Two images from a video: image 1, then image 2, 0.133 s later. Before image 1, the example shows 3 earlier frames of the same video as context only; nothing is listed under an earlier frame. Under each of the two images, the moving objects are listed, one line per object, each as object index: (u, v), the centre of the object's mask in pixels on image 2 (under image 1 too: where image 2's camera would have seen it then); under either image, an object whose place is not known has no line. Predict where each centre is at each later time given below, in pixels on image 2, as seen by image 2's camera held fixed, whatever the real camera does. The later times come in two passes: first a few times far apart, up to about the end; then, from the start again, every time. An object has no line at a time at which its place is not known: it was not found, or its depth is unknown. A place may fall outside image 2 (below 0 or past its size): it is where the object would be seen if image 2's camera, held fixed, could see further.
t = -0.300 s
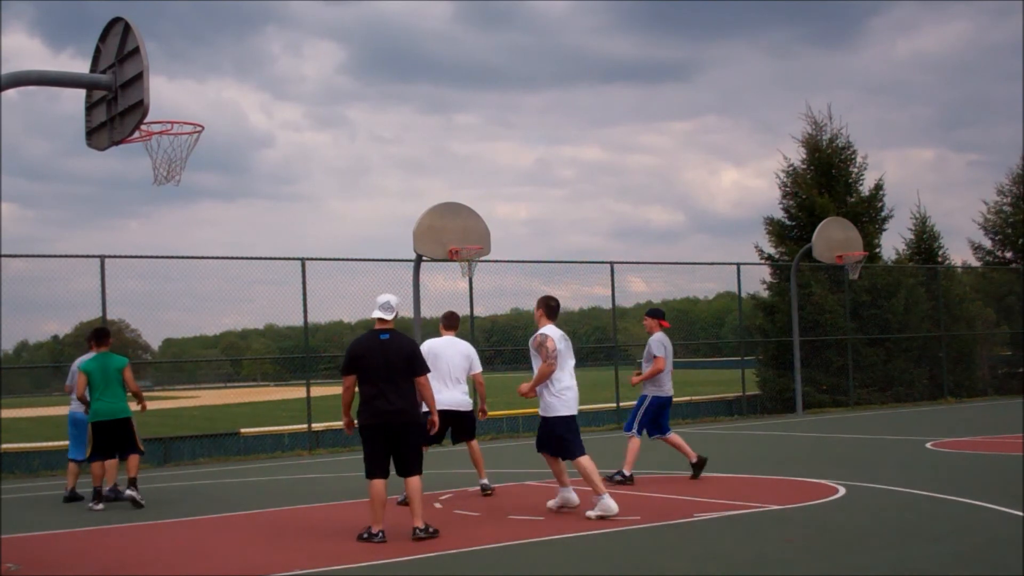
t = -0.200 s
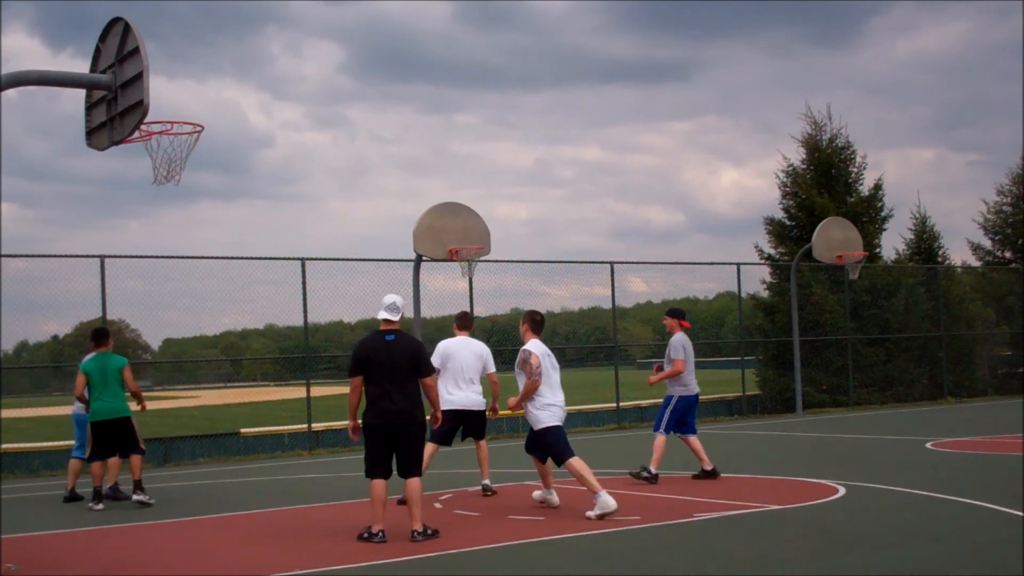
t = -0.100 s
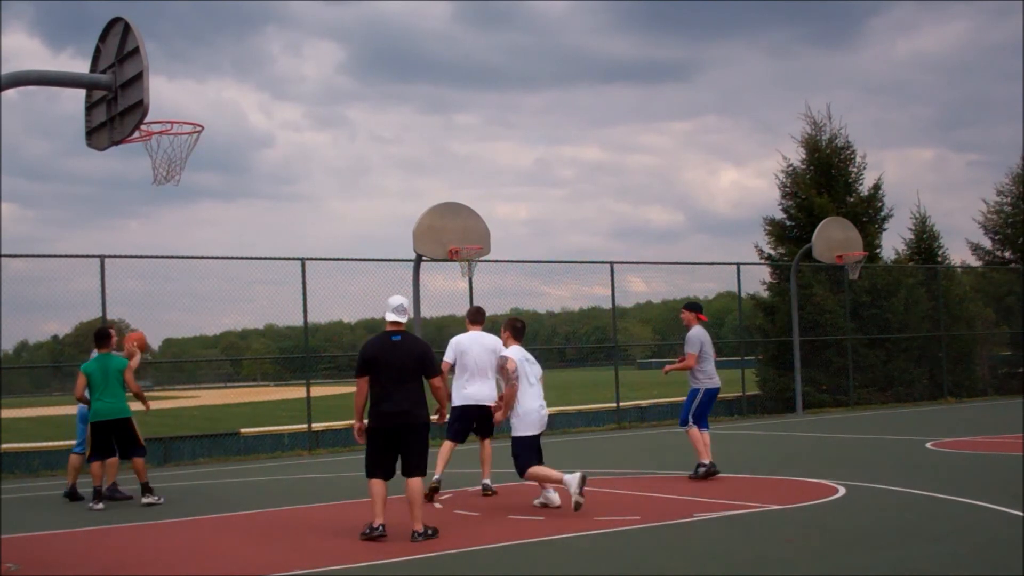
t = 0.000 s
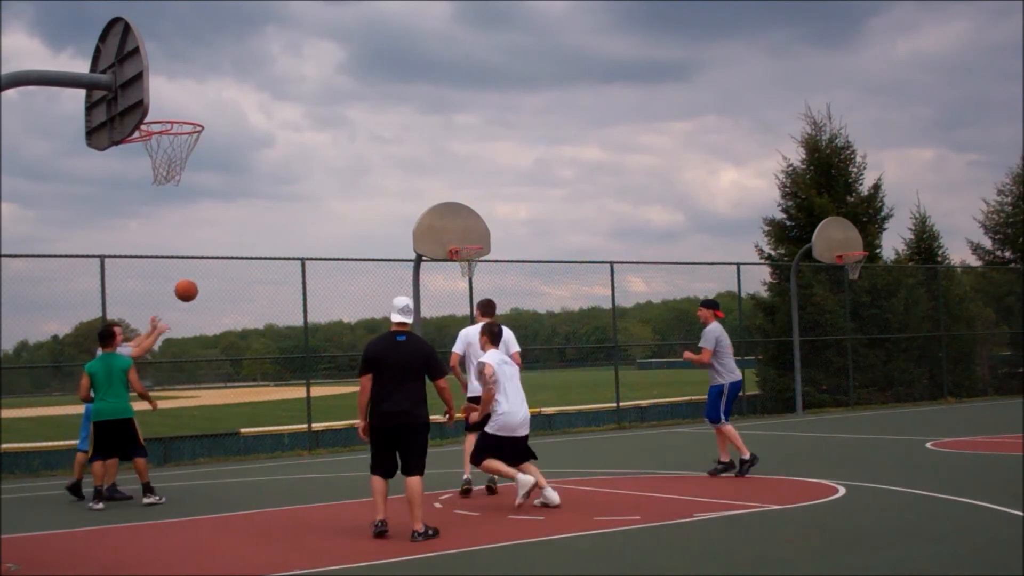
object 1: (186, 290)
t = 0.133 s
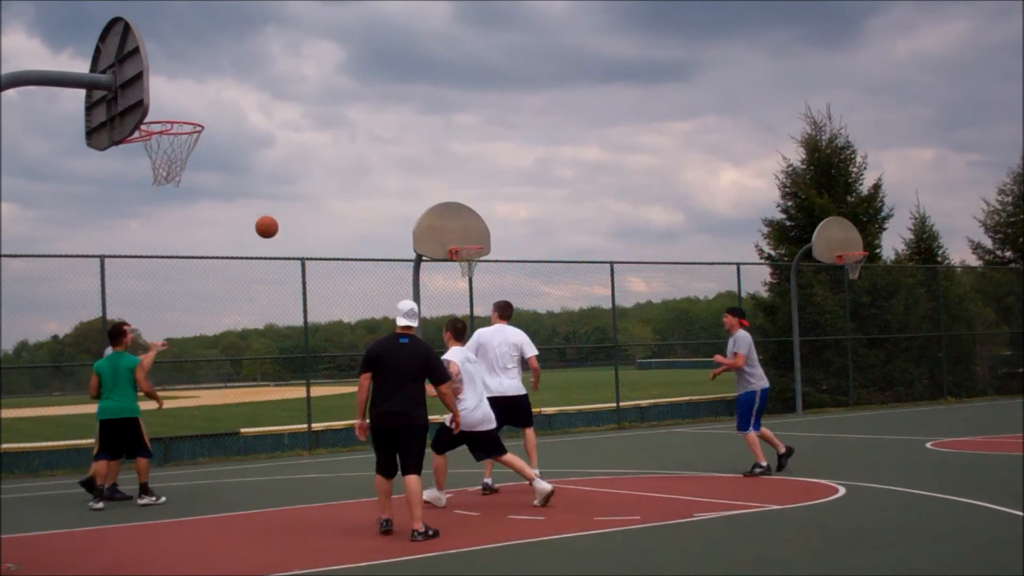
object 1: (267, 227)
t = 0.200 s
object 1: (306, 201)
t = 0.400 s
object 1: (425, 147)
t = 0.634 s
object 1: (563, 127)
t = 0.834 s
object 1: (680, 149)
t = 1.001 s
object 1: (777, 193)
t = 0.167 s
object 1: (286, 213)
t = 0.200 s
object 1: (306, 201)
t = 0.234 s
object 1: (327, 189)
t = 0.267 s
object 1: (346, 179)
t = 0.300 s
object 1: (366, 170)
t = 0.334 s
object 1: (386, 161)
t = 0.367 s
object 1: (406, 154)
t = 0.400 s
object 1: (425, 147)
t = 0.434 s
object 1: (445, 141)
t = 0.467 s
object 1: (465, 137)
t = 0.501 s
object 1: (484, 133)
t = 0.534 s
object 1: (504, 130)
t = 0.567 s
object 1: (523, 128)
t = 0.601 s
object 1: (543, 127)
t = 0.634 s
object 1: (563, 127)
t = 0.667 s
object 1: (582, 129)
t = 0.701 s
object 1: (602, 131)
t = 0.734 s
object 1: (622, 134)
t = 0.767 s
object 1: (641, 138)
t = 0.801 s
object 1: (660, 143)
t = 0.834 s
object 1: (680, 149)
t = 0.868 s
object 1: (700, 156)
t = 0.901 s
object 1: (719, 164)
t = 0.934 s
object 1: (739, 173)
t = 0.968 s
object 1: (758, 183)
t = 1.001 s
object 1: (777, 193)
